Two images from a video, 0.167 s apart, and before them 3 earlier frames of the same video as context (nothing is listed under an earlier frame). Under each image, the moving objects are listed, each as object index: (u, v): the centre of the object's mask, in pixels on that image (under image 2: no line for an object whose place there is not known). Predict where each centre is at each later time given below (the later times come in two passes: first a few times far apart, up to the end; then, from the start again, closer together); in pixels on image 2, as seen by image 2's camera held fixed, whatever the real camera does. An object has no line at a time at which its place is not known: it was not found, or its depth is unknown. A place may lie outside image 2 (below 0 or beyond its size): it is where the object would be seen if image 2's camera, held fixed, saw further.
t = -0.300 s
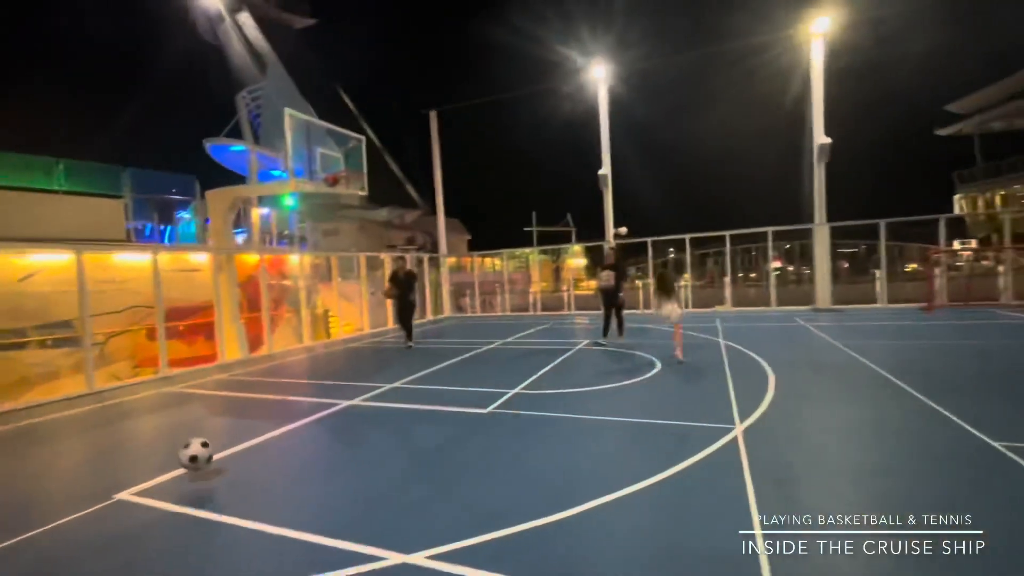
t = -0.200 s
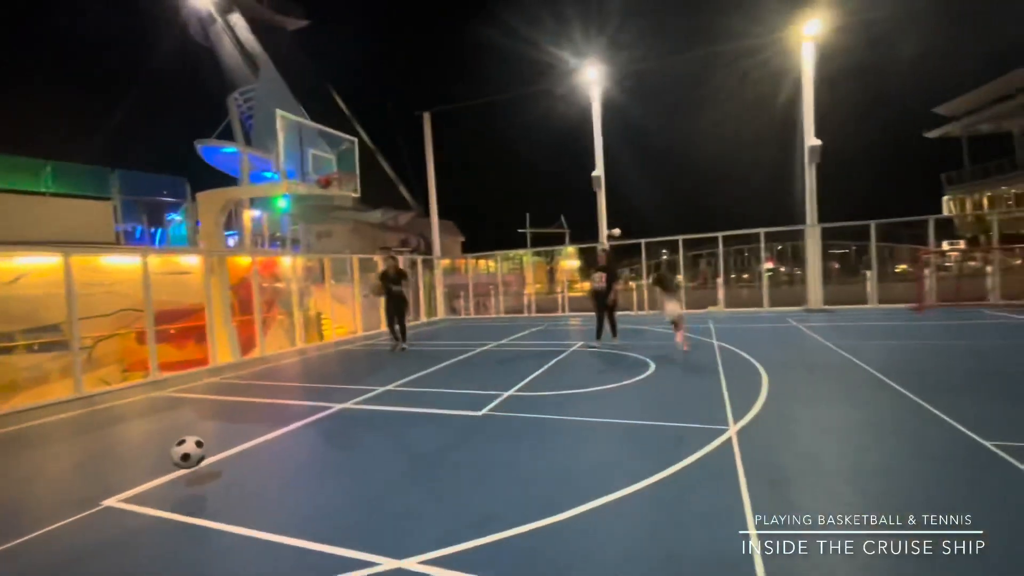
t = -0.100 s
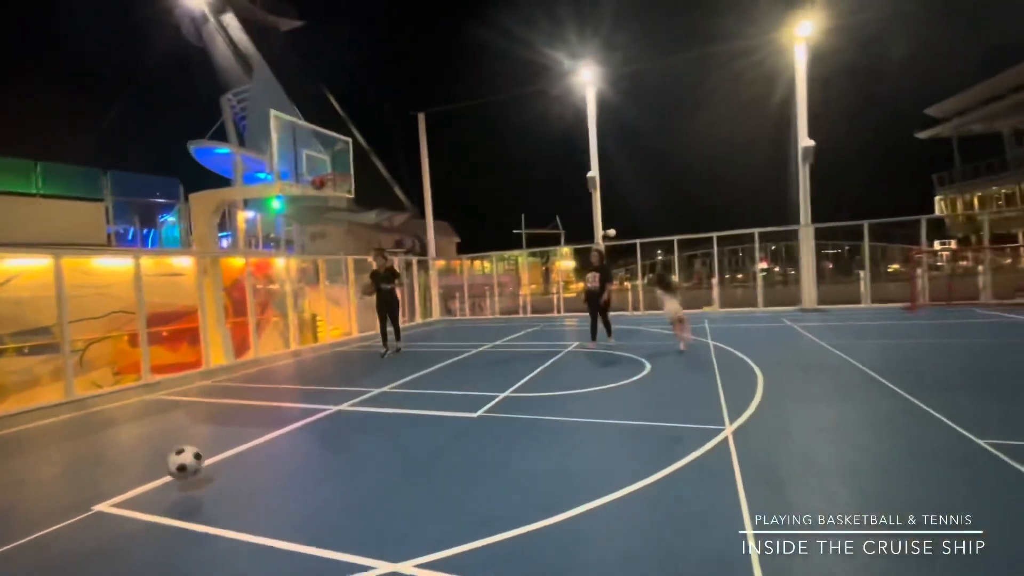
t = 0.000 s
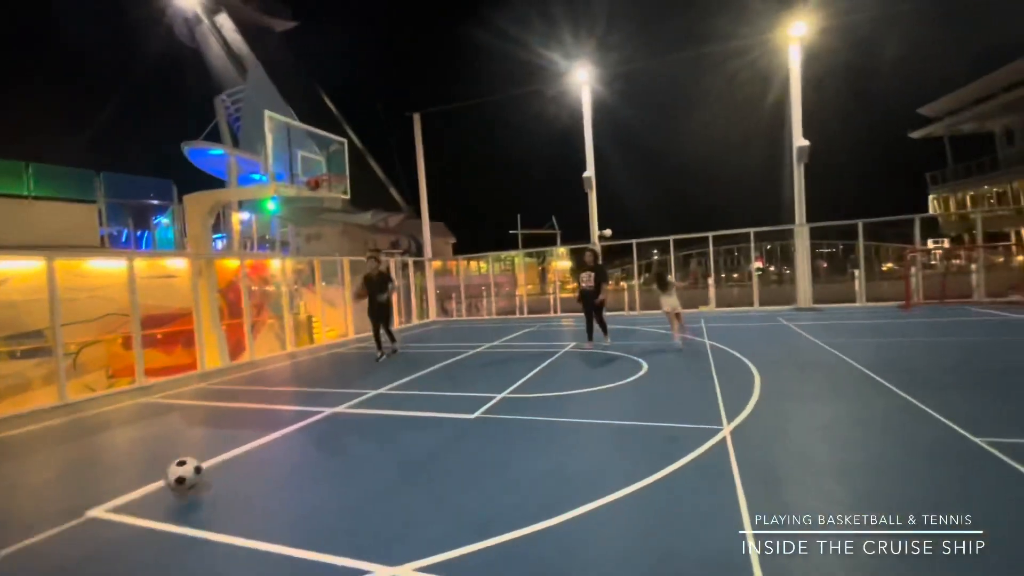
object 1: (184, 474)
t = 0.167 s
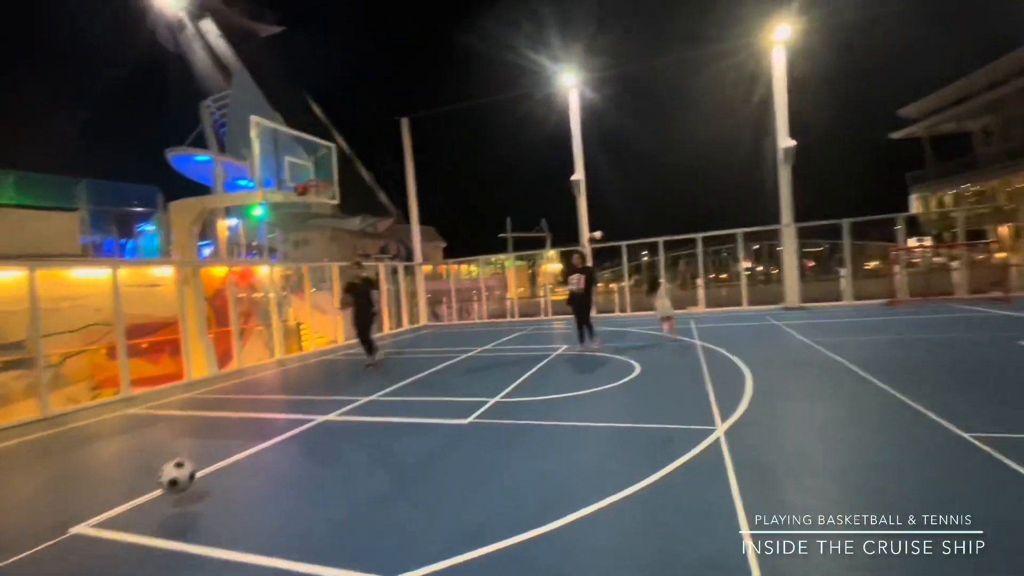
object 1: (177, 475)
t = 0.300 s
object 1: (183, 488)
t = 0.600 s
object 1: (195, 486)
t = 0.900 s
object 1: (209, 477)
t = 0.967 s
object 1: (212, 478)
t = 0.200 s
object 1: (179, 479)
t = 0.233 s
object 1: (180, 482)
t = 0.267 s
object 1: (182, 489)
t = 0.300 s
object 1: (183, 488)
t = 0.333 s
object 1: (184, 482)
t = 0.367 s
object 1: (186, 479)
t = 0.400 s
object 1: (187, 477)
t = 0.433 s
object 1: (188, 477)
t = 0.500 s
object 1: (190, 479)
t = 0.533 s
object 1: (192, 482)
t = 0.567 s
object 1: (195, 488)
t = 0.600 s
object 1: (195, 486)
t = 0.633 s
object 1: (198, 480)
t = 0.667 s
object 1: (198, 477)
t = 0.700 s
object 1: (199, 477)
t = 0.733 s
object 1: (201, 478)
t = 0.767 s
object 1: (202, 479)
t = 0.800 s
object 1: (206, 484)
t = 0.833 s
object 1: (207, 484)
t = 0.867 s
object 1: (208, 479)
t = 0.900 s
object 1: (209, 477)
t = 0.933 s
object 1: (211, 477)
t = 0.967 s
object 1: (212, 478)
